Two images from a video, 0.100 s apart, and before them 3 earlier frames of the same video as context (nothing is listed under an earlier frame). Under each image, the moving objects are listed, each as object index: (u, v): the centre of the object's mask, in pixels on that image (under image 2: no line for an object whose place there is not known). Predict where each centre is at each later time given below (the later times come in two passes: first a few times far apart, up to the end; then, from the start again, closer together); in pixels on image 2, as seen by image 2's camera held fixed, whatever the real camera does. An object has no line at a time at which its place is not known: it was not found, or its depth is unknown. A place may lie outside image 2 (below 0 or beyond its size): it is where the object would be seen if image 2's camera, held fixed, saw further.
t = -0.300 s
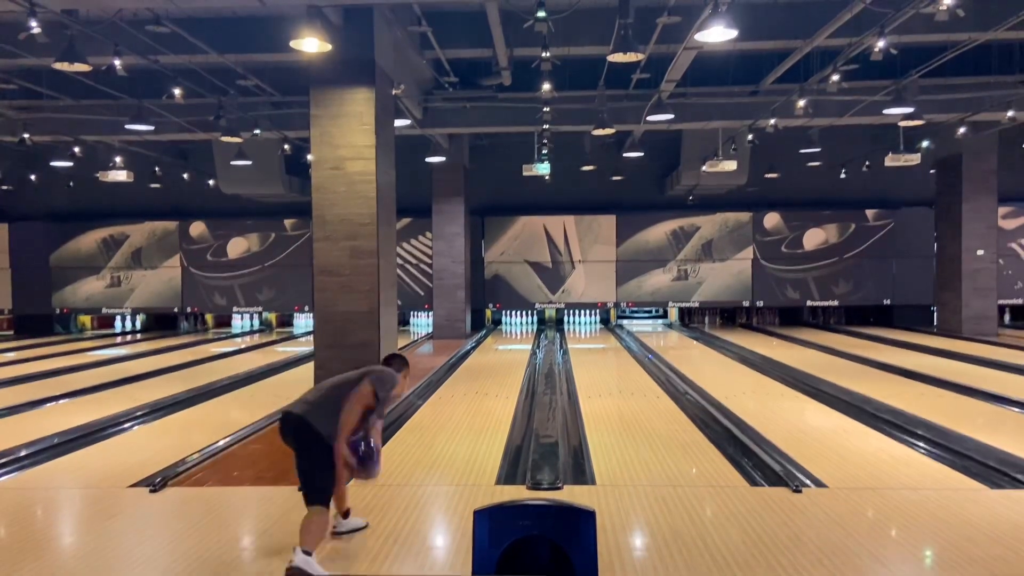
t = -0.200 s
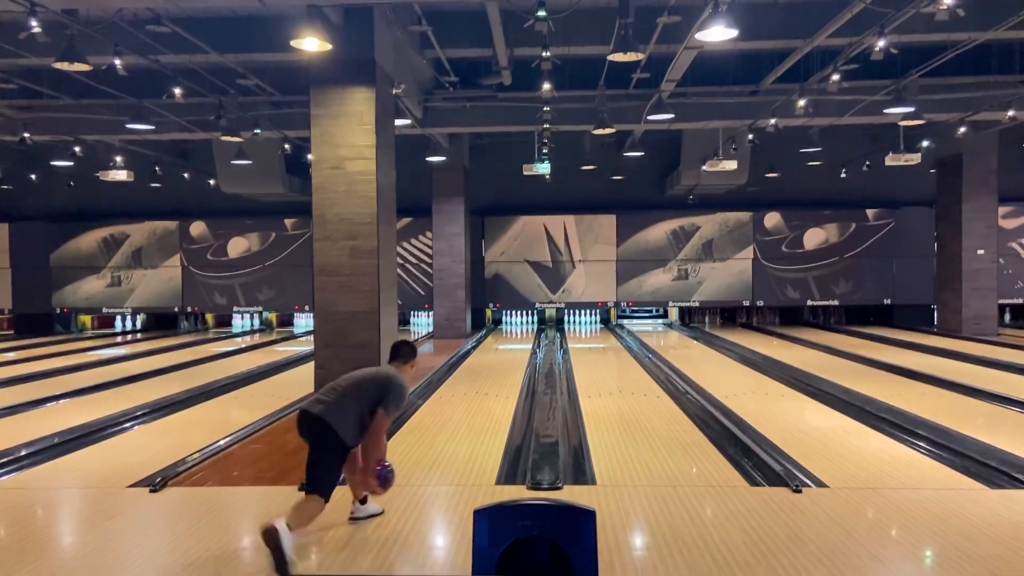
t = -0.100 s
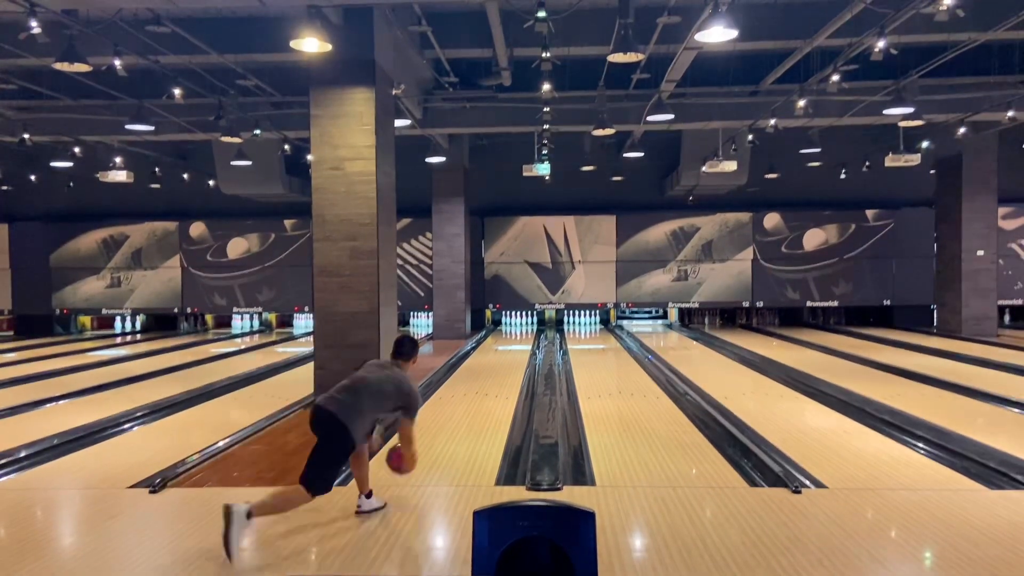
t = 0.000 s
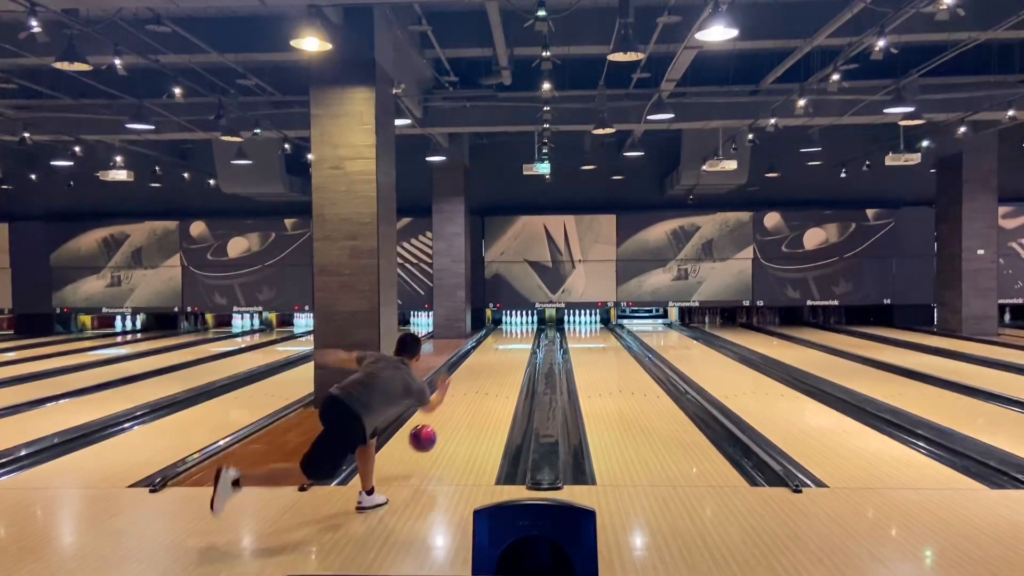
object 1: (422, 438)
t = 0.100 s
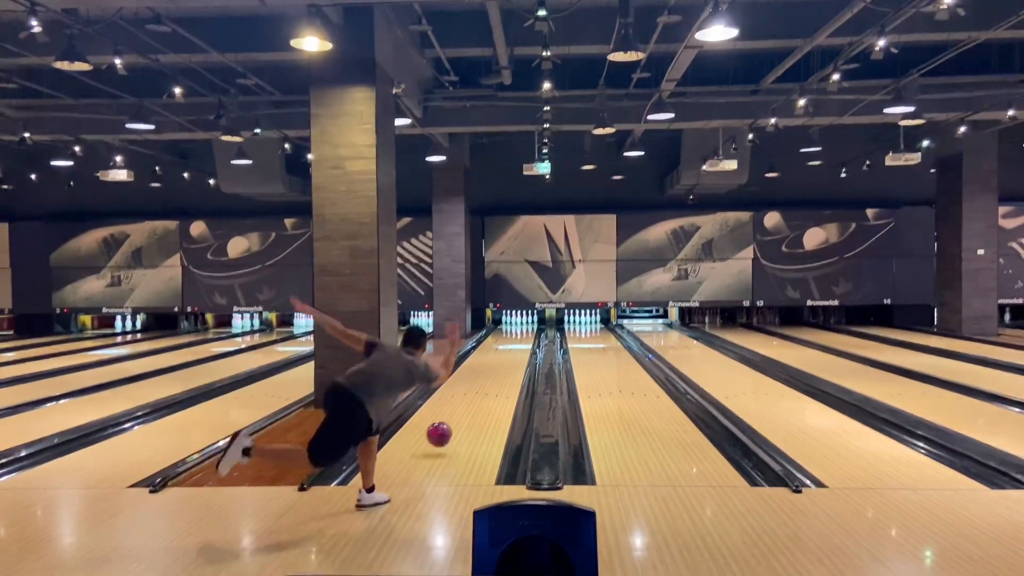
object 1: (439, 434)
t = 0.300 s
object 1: (464, 414)
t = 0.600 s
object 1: (488, 385)
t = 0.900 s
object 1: (505, 367)
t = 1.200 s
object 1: (515, 354)
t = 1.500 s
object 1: (523, 344)
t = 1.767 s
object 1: (527, 337)
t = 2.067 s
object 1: (529, 331)
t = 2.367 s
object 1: (528, 327)
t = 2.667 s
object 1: (523, 322)
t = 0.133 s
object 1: (444, 435)
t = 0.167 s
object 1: (449, 430)
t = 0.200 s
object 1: (452, 426)
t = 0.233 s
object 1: (457, 421)
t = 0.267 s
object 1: (460, 417)
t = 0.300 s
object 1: (464, 414)
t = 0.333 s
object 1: (467, 410)
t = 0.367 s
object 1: (470, 407)
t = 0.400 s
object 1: (473, 403)
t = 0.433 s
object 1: (476, 399)
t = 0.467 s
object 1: (479, 397)
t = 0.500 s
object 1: (481, 394)
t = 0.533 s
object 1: (484, 391)
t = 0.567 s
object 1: (486, 388)
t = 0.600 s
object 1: (488, 385)
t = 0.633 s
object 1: (491, 383)
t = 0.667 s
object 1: (493, 381)
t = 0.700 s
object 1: (495, 378)
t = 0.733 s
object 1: (496, 376)
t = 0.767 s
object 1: (498, 375)
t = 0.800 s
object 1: (500, 373)
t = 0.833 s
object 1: (501, 371)
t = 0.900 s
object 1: (505, 367)
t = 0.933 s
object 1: (506, 365)
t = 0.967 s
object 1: (507, 364)
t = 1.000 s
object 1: (509, 362)
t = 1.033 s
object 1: (510, 361)
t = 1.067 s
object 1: (511, 360)
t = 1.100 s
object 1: (512, 358)
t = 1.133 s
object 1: (513, 357)
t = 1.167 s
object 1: (514, 356)
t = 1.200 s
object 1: (515, 354)
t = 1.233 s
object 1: (517, 352)
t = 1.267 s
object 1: (517, 352)
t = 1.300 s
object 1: (518, 351)
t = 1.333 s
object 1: (519, 349)
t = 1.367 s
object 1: (520, 348)
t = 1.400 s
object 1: (521, 347)
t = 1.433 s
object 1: (521, 346)
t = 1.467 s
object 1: (523, 344)
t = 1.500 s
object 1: (523, 344)
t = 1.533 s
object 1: (524, 342)
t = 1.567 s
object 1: (525, 341)
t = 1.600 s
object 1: (525, 340)
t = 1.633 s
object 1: (526, 339)
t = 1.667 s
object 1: (526, 339)
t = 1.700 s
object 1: (527, 338)
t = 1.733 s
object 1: (527, 337)
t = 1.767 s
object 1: (527, 337)
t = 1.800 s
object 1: (528, 336)
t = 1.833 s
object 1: (528, 335)
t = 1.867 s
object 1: (529, 334)
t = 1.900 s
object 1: (529, 334)
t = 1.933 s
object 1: (529, 333)
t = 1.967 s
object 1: (529, 333)
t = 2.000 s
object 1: (529, 332)
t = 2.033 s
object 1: (529, 332)
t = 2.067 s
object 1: (529, 331)
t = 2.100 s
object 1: (529, 330)
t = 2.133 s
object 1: (529, 330)
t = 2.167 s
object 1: (529, 330)
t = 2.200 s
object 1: (529, 329)
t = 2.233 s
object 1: (529, 330)
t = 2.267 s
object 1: (529, 329)
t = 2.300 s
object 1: (529, 329)
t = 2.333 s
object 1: (529, 329)
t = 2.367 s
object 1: (528, 327)
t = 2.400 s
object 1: (527, 325)
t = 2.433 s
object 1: (526, 325)
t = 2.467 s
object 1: (526, 324)
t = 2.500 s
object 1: (525, 324)
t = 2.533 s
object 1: (525, 323)
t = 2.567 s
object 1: (525, 323)
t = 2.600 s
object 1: (524, 323)
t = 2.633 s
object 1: (523, 322)
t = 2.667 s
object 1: (523, 322)
